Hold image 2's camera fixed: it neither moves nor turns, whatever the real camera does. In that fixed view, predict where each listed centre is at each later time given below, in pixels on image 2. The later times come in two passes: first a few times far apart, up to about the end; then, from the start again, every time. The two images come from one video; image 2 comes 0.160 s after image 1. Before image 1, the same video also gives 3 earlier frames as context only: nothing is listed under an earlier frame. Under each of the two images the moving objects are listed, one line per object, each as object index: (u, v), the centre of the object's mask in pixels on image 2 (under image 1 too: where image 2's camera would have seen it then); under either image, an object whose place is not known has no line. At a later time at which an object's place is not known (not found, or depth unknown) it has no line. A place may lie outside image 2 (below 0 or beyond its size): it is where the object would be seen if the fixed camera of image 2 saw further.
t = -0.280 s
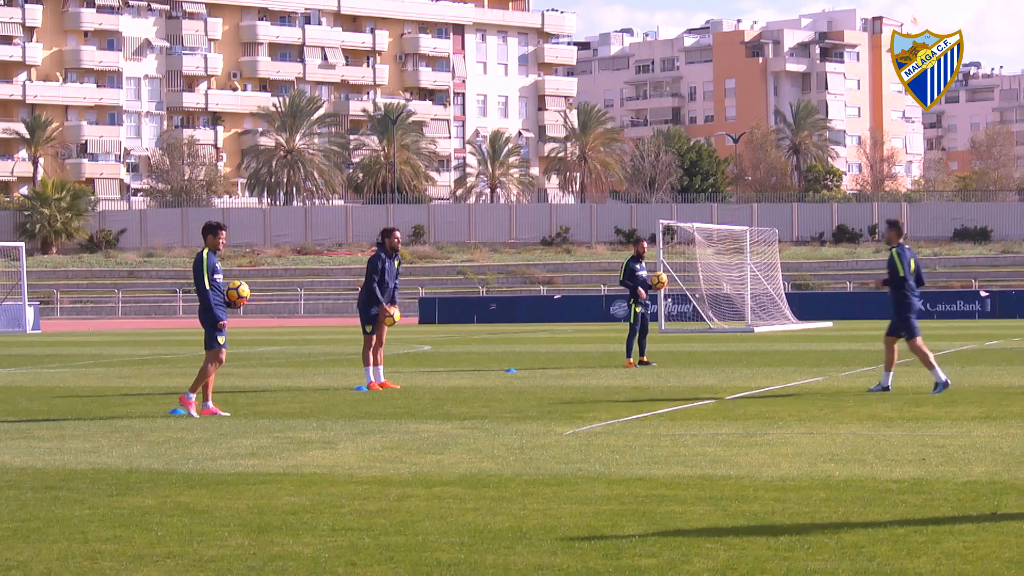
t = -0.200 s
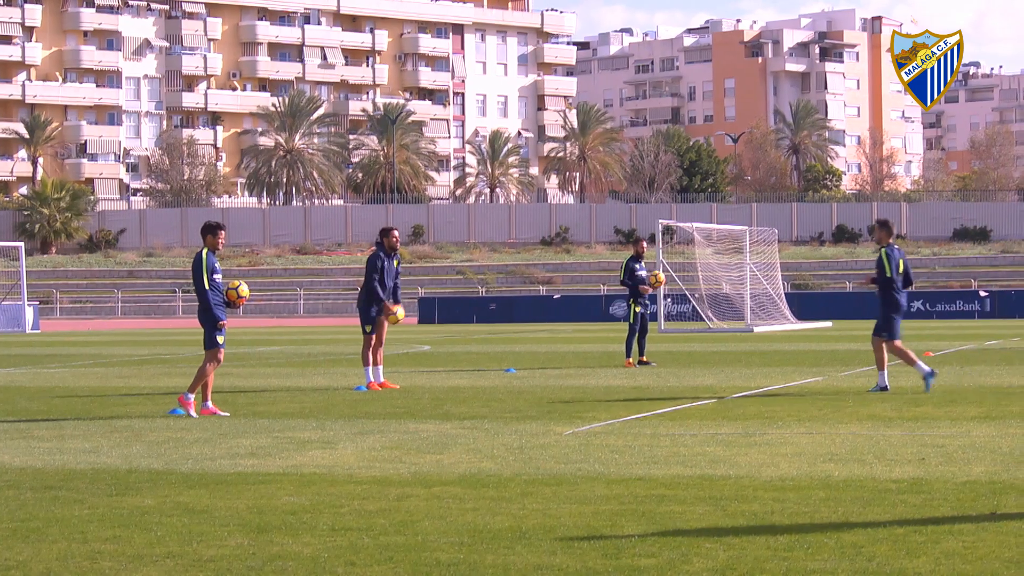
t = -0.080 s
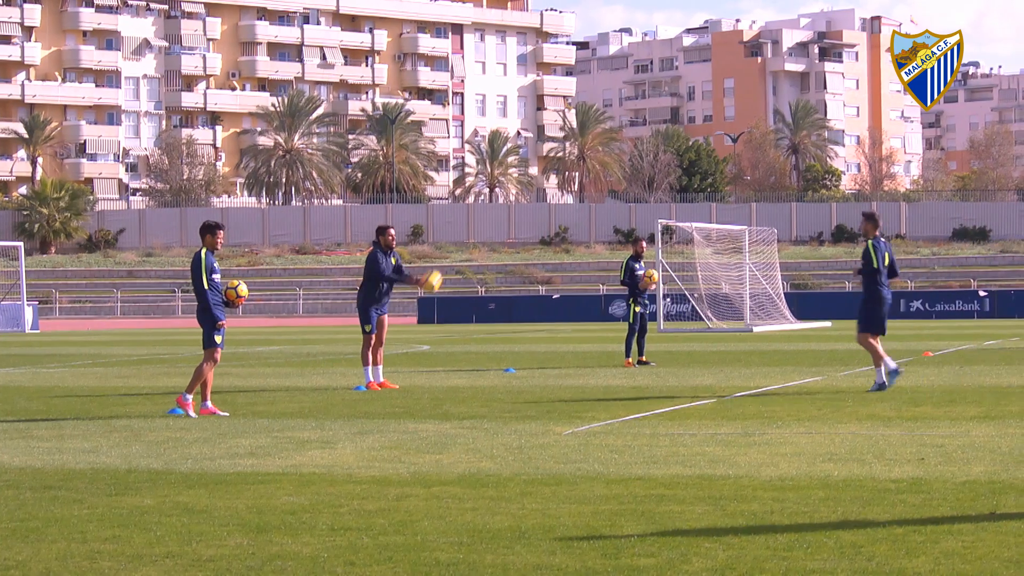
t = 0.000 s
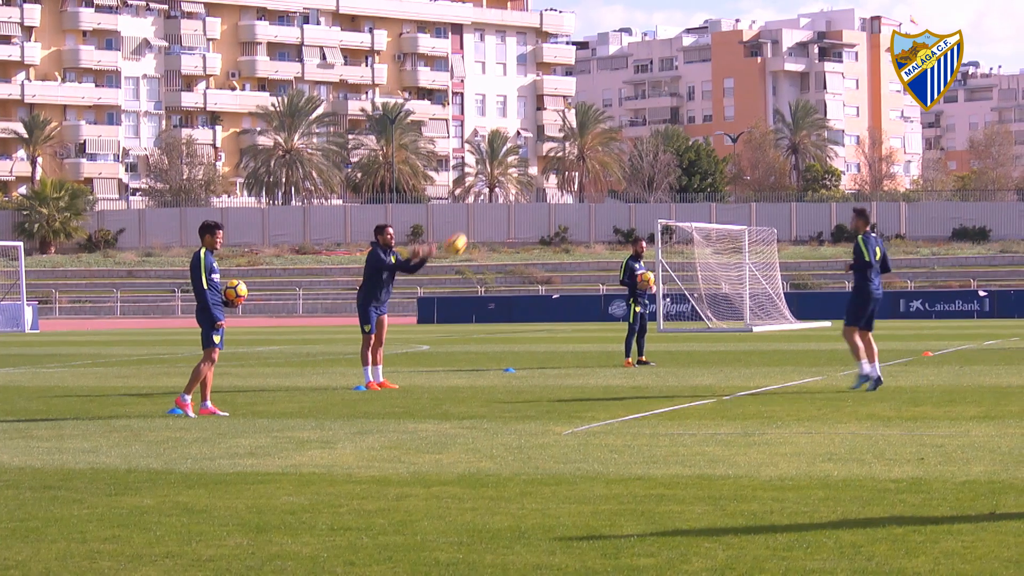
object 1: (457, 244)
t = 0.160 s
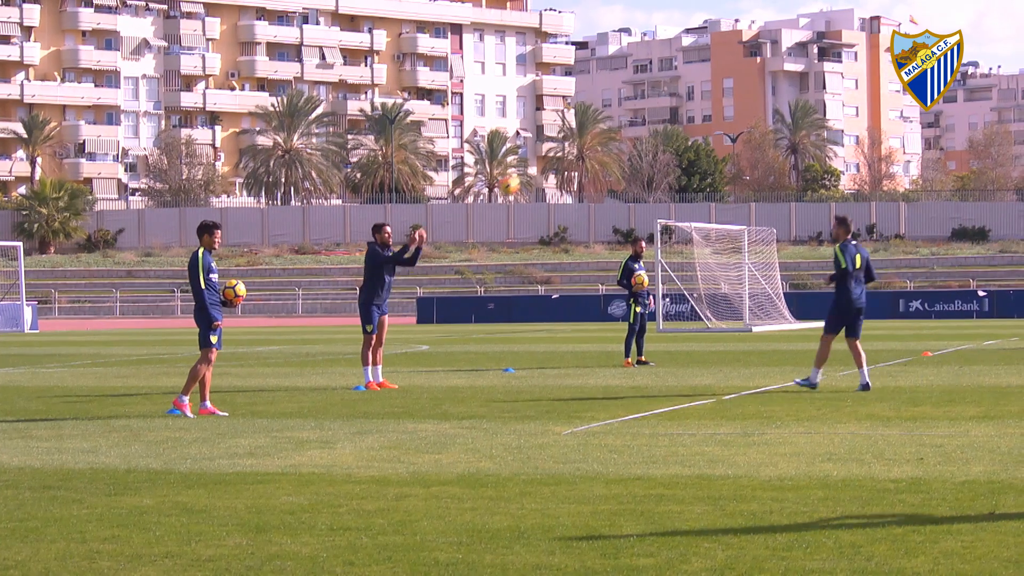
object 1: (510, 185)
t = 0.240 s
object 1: (536, 163)
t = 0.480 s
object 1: (621, 133)
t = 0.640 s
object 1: (680, 143)
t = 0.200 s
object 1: (523, 174)
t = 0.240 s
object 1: (536, 163)
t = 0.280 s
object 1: (550, 153)
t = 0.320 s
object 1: (564, 148)
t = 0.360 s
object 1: (578, 142)
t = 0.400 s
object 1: (592, 137)
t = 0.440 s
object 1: (608, 134)
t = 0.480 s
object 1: (621, 133)
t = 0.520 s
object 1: (636, 133)
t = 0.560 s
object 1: (651, 135)
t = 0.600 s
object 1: (665, 138)
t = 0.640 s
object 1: (680, 143)
